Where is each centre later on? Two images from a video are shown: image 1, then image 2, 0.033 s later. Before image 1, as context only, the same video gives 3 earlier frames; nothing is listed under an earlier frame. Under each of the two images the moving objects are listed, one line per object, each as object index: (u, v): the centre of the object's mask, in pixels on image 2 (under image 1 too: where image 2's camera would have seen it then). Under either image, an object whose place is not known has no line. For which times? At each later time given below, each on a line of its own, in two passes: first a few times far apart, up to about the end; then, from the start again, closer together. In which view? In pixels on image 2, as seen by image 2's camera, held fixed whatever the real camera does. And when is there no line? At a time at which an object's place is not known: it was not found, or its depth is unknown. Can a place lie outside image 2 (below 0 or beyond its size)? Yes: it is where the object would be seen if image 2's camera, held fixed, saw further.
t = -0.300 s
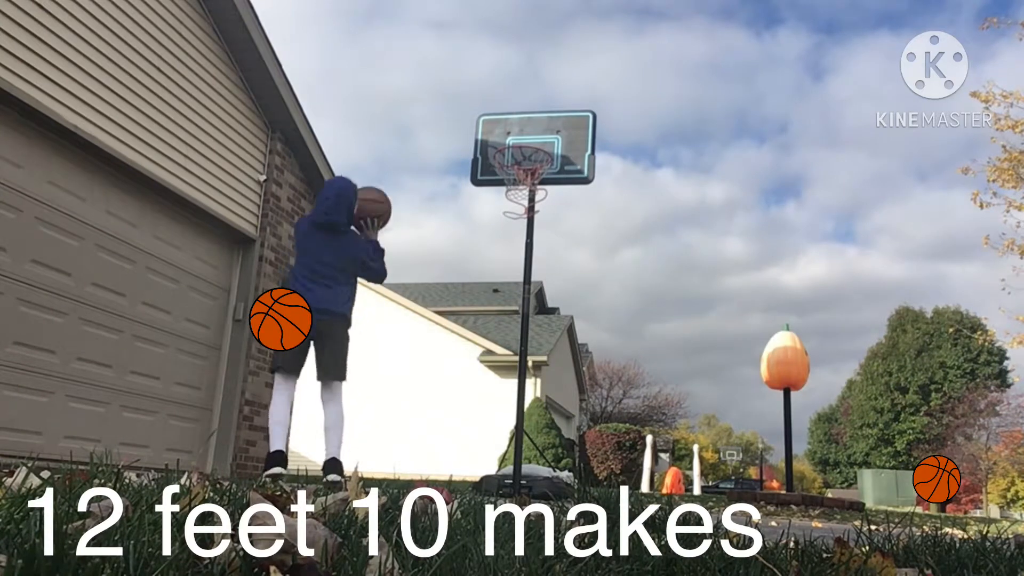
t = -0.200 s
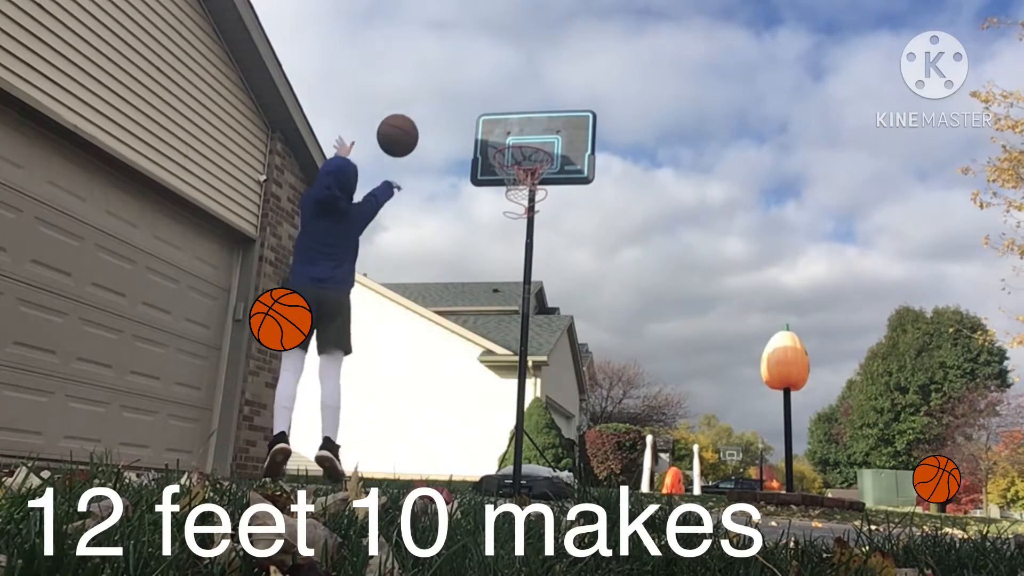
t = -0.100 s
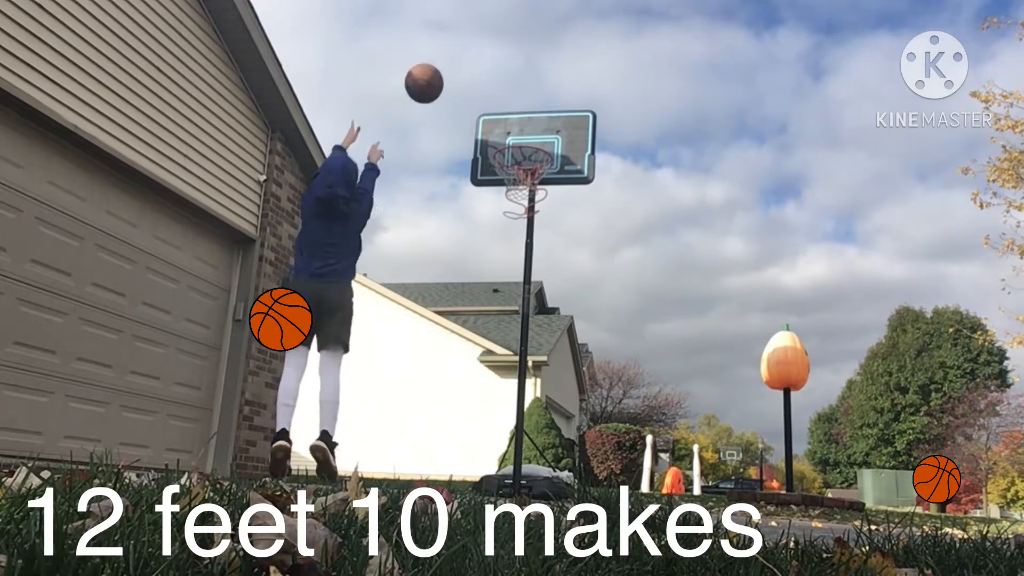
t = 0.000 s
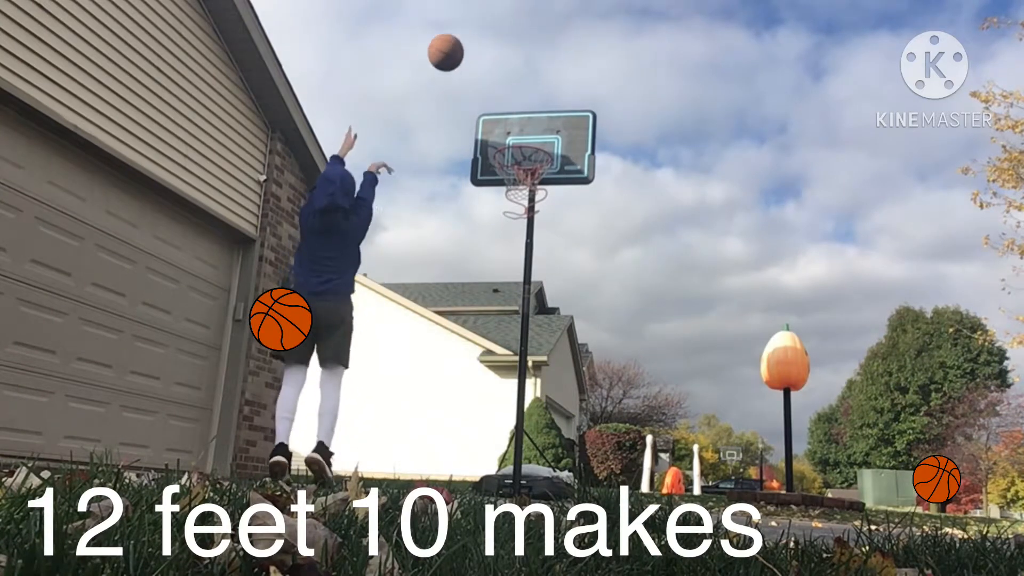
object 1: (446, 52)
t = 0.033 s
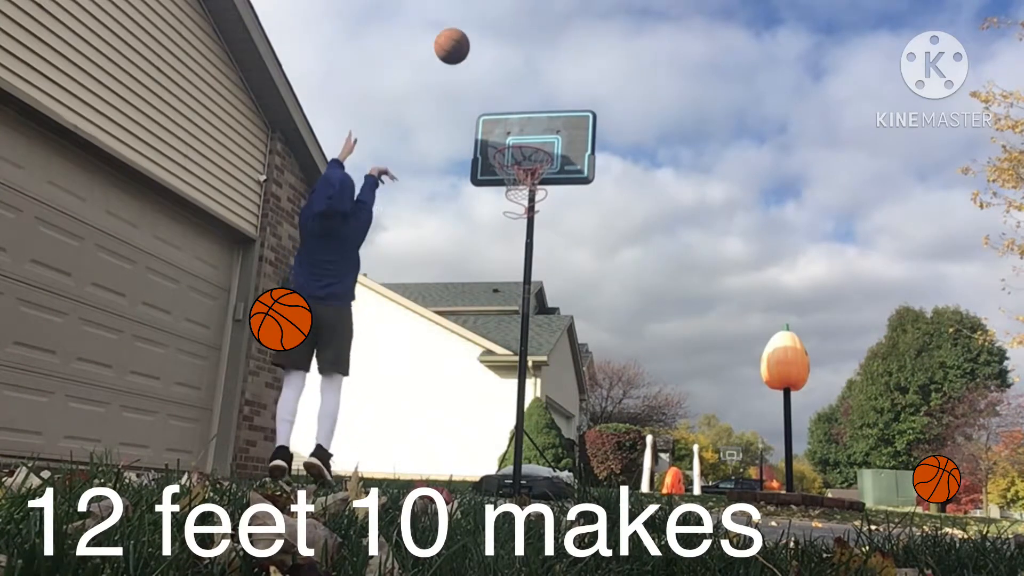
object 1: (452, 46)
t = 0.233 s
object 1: (483, 41)
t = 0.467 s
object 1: (508, 92)
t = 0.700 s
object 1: (526, 187)
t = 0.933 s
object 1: (515, 221)
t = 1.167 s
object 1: (495, 293)
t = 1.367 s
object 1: (472, 418)
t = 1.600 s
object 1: (458, 379)
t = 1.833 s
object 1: (446, 292)
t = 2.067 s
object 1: (425, 283)
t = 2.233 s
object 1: (404, 330)
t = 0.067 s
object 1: (458, 41)
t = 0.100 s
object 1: (463, 38)
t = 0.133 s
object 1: (469, 37)
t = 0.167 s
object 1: (474, 37)
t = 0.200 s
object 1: (478, 38)
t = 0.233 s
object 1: (483, 41)
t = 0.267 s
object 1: (487, 45)
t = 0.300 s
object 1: (491, 50)
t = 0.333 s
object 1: (495, 57)
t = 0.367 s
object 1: (499, 64)
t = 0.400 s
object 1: (502, 73)
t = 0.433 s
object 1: (505, 82)
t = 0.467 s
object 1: (508, 92)
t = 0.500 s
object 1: (511, 104)
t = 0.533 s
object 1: (514, 116)
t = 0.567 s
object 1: (516, 129)
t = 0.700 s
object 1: (526, 187)
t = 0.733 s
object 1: (526, 195)
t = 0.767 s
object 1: (524, 198)
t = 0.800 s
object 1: (522, 202)
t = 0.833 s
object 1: (521, 208)
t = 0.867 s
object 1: (519, 213)
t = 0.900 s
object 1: (517, 217)
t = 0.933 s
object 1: (515, 221)
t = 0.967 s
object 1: (512, 227)
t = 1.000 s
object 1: (509, 234)
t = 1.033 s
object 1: (507, 243)
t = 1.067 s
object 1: (504, 253)
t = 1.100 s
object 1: (501, 265)
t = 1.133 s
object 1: (498, 278)
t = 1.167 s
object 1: (495, 293)
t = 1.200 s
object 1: (491, 309)
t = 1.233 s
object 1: (488, 328)
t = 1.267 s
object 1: (484, 347)
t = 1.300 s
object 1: (481, 369)
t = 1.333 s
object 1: (476, 392)
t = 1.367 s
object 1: (472, 418)
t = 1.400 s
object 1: (468, 445)
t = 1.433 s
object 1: (463, 475)
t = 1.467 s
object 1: (461, 463)
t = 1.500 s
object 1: (461, 440)
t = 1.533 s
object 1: (460, 418)
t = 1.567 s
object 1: (459, 398)
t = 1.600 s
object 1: (458, 379)
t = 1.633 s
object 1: (457, 362)
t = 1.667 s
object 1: (455, 347)
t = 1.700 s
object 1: (454, 332)
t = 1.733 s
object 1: (452, 320)
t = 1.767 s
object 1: (450, 309)
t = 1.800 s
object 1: (448, 300)
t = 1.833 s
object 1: (446, 292)
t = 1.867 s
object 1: (443, 286)
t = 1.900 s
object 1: (441, 281)
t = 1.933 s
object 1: (438, 278)
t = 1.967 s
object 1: (435, 277)
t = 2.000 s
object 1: (432, 277)
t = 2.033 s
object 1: (429, 279)
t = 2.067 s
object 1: (425, 283)
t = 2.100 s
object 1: (421, 289)
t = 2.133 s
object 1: (417, 296)
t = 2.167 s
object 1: (413, 305)
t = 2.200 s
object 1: (409, 317)
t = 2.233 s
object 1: (404, 330)
